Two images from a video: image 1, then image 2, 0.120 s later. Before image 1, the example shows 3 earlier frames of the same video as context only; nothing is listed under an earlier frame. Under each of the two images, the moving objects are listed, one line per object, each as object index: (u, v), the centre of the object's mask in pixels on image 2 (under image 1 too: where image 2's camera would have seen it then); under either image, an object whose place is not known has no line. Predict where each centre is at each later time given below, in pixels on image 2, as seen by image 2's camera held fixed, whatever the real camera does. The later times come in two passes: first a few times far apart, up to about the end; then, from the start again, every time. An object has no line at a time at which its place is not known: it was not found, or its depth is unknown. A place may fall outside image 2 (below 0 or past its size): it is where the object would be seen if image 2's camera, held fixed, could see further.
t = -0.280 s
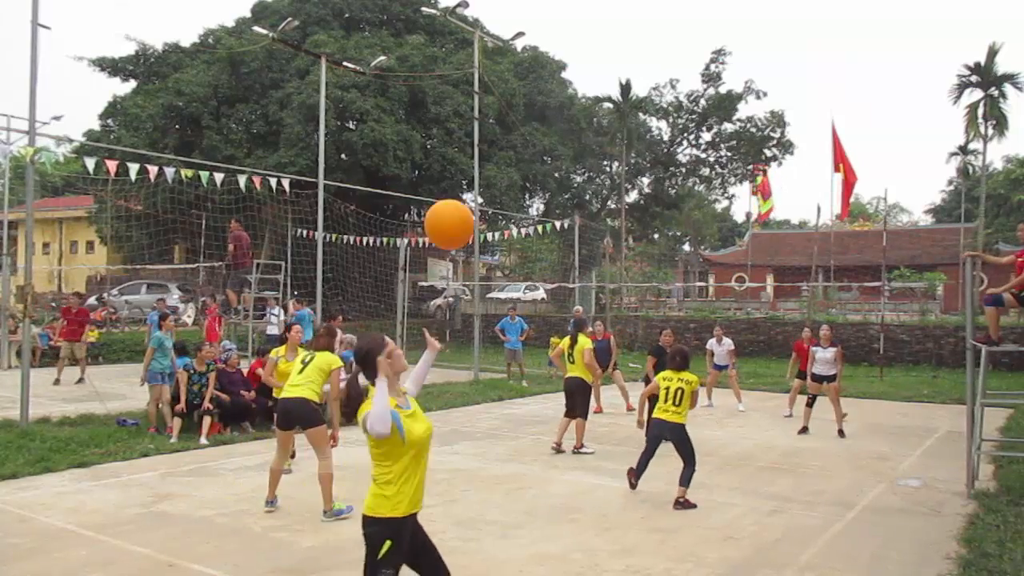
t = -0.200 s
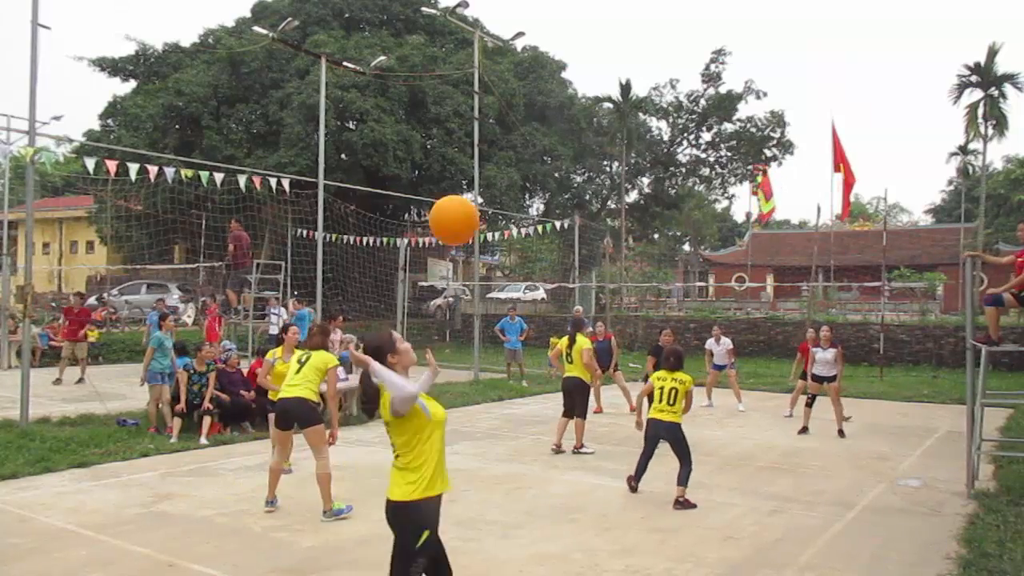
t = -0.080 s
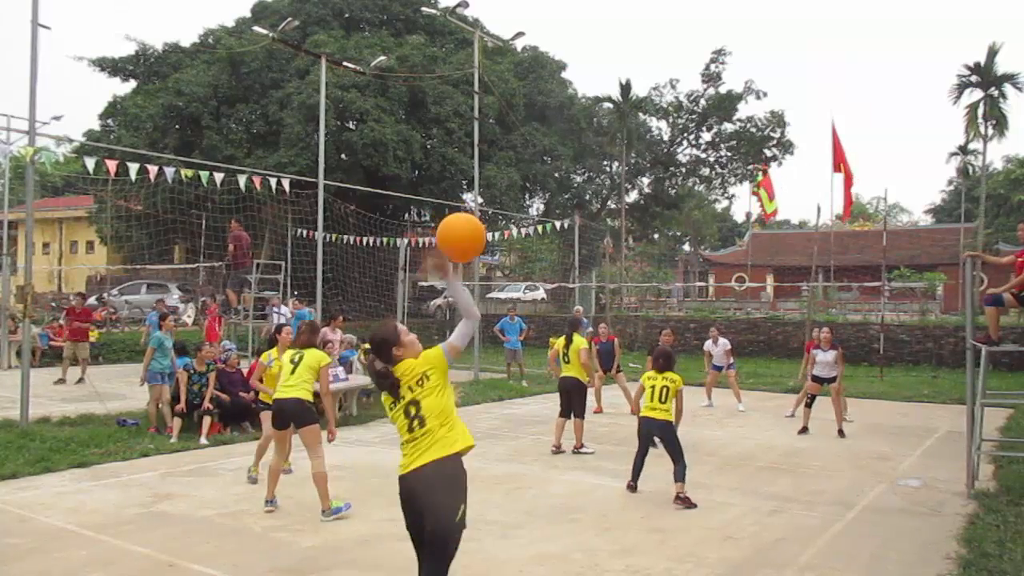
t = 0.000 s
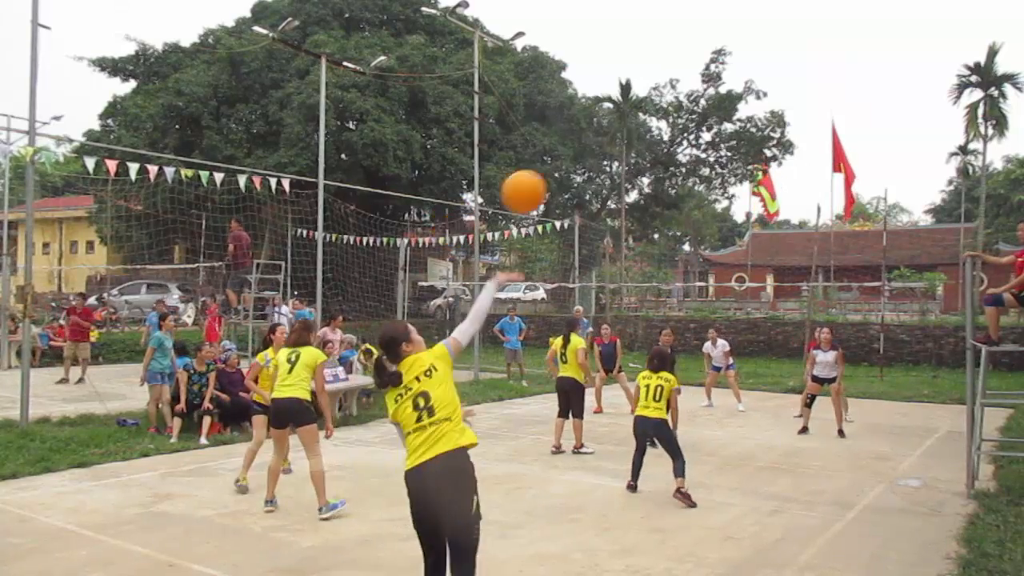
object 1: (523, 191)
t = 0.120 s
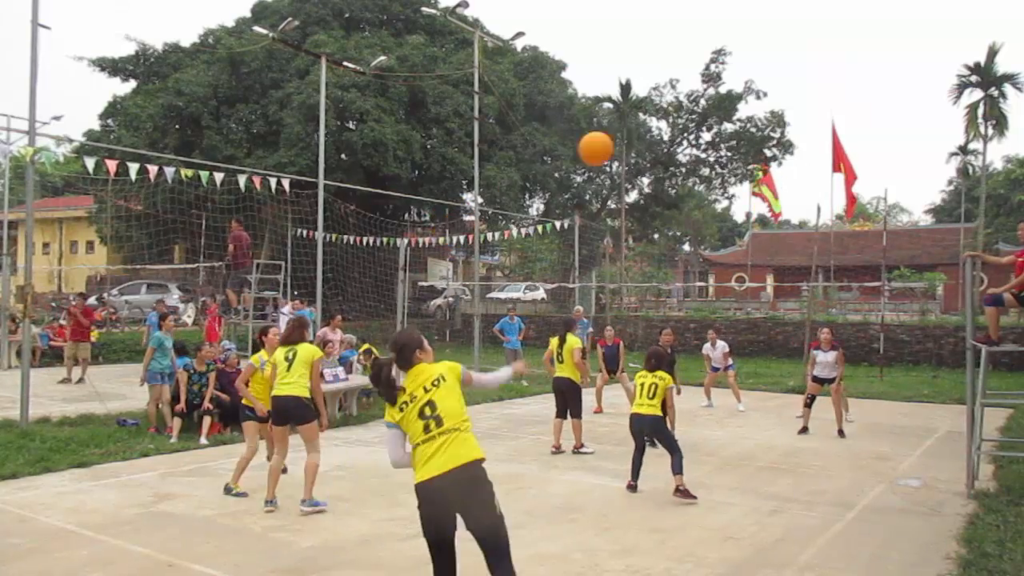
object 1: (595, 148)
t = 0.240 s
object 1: (642, 138)
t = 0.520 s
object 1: (705, 164)
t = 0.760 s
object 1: (735, 214)
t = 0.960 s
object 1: (753, 267)
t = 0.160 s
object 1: (613, 142)
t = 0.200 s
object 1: (629, 139)
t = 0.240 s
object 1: (642, 138)
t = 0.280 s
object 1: (654, 138)
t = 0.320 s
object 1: (665, 140)
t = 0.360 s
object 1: (674, 141)
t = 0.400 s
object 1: (683, 145)
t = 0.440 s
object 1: (691, 151)
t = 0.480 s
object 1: (698, 157)
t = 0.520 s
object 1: (705, 164)
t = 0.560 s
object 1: (711, 171)
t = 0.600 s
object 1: (716, 178)
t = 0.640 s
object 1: (721, 187)
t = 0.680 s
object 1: (726, 195)
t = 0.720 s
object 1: (731, 204)
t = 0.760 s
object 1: (735, 214)
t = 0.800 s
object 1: (740, 224)
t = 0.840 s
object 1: (744, 234)
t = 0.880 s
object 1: (748, 245)
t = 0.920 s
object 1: (750, 255)
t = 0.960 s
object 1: (753, 267)
